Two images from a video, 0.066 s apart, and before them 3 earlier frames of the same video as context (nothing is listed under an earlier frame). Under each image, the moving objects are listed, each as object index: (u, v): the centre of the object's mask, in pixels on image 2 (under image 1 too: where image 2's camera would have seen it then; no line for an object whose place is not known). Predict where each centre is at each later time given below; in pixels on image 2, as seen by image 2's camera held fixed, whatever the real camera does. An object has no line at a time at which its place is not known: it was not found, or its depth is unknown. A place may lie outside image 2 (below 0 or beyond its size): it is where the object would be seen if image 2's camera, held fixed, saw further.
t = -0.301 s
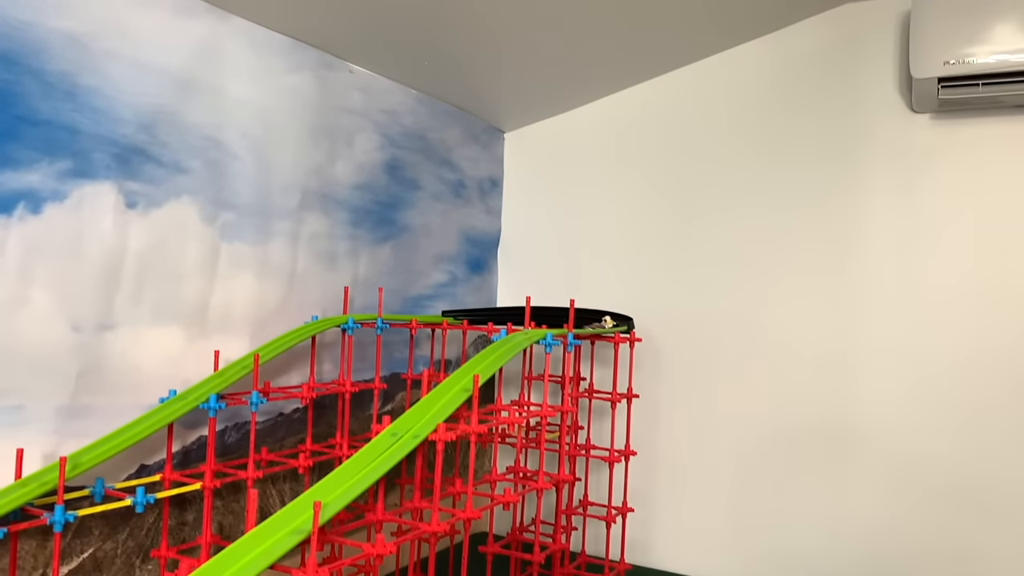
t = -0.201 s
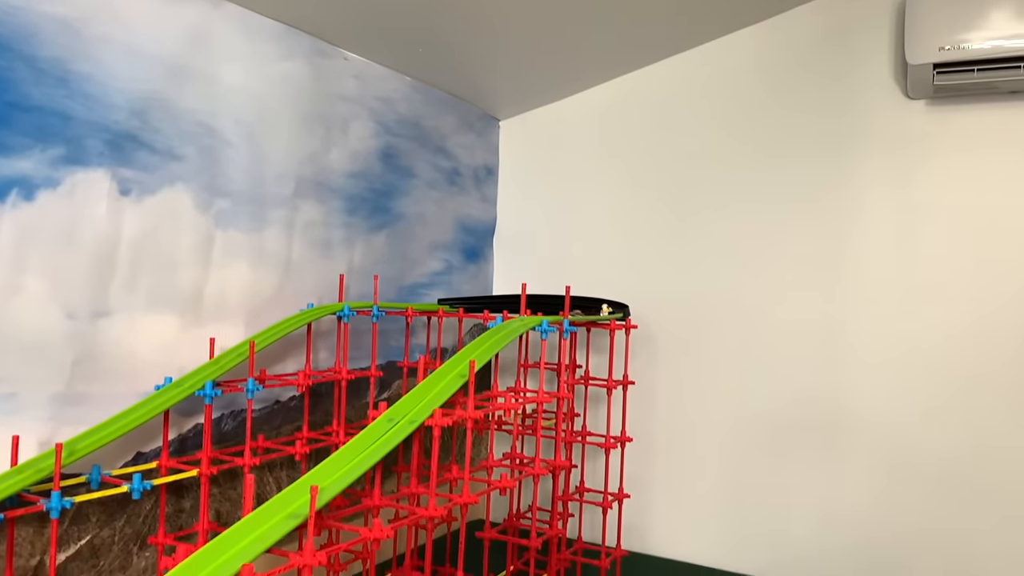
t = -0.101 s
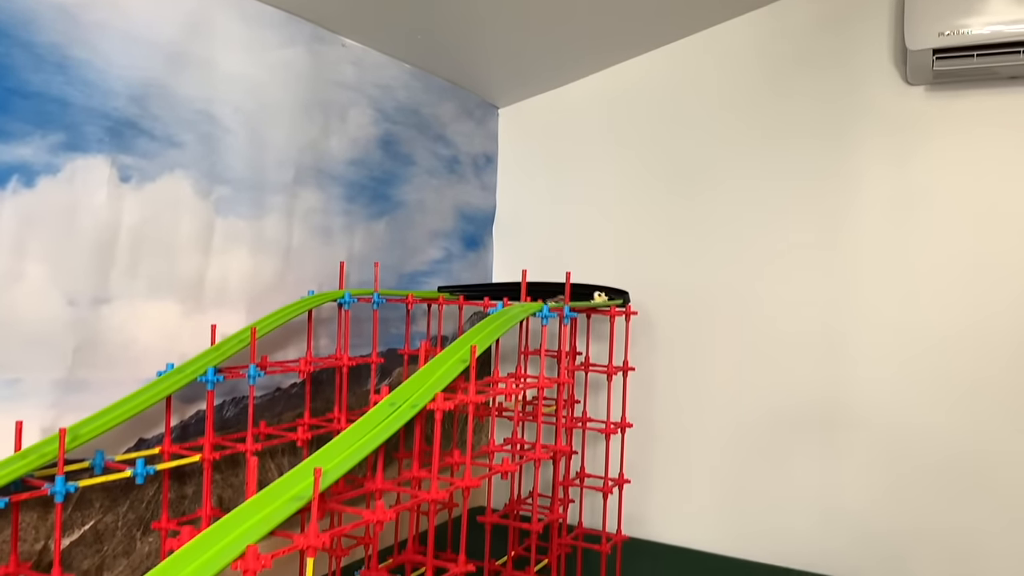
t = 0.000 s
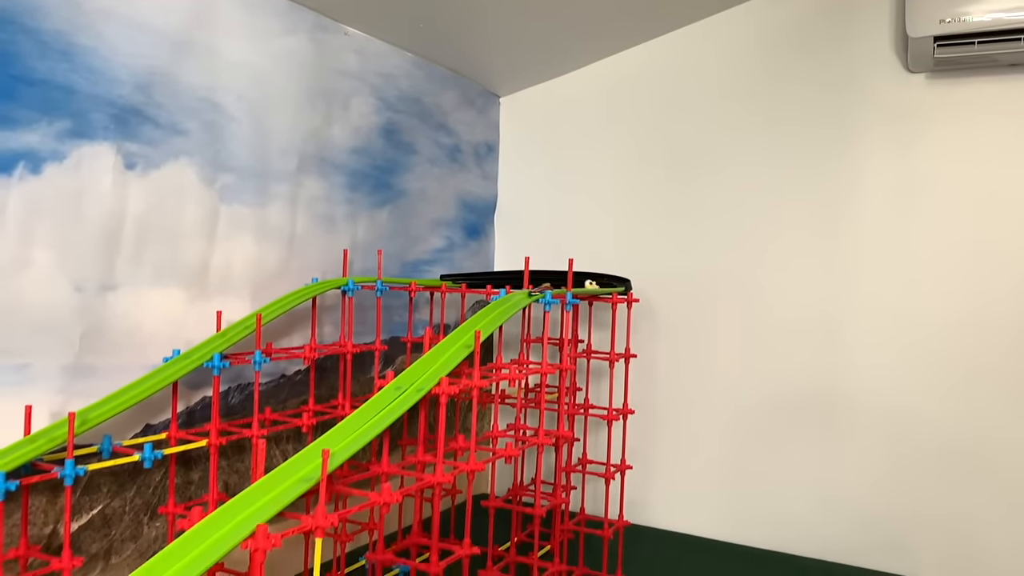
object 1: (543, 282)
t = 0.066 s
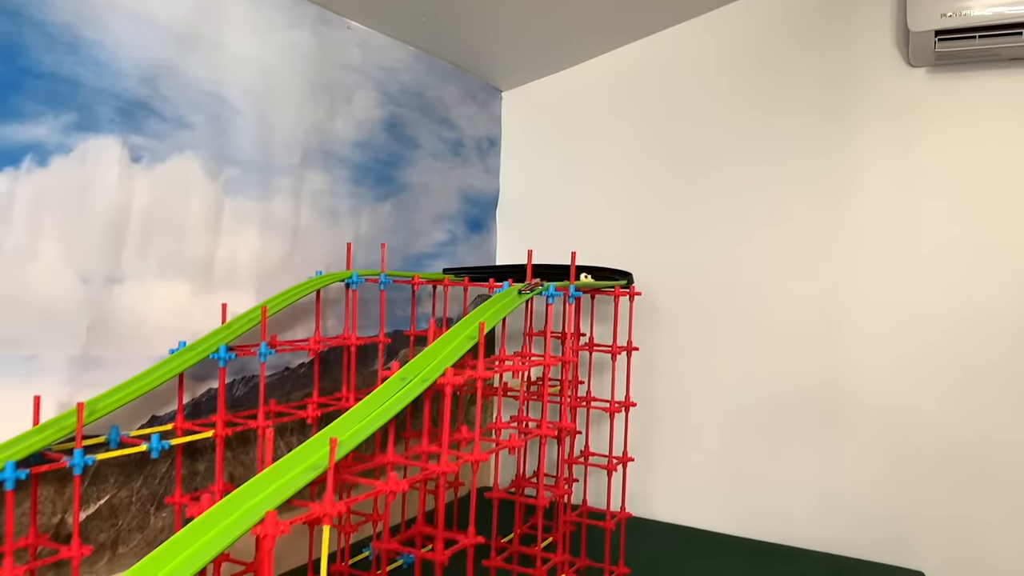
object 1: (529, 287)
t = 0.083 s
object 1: (527, 289)
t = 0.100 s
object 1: (523, 291)
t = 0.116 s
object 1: (520, 293)
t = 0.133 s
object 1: (517, 296)
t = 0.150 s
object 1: (514, 298)
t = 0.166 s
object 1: (510, 301)
